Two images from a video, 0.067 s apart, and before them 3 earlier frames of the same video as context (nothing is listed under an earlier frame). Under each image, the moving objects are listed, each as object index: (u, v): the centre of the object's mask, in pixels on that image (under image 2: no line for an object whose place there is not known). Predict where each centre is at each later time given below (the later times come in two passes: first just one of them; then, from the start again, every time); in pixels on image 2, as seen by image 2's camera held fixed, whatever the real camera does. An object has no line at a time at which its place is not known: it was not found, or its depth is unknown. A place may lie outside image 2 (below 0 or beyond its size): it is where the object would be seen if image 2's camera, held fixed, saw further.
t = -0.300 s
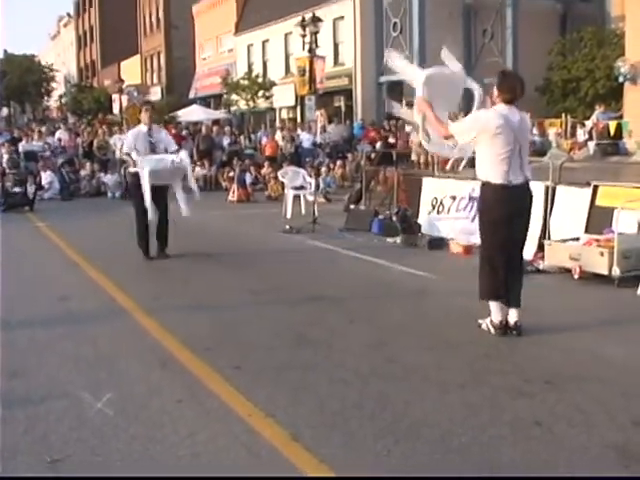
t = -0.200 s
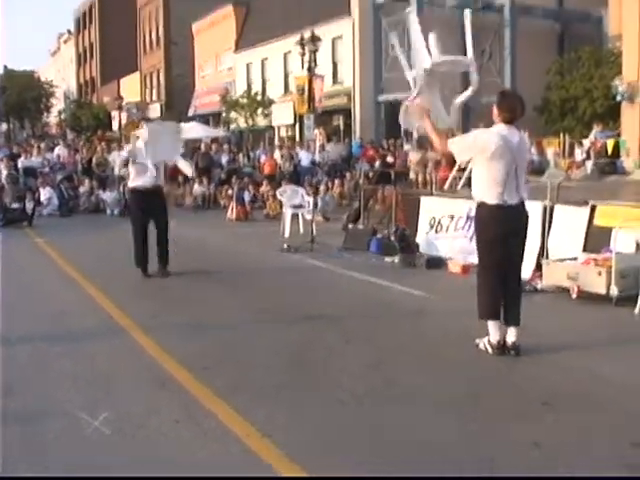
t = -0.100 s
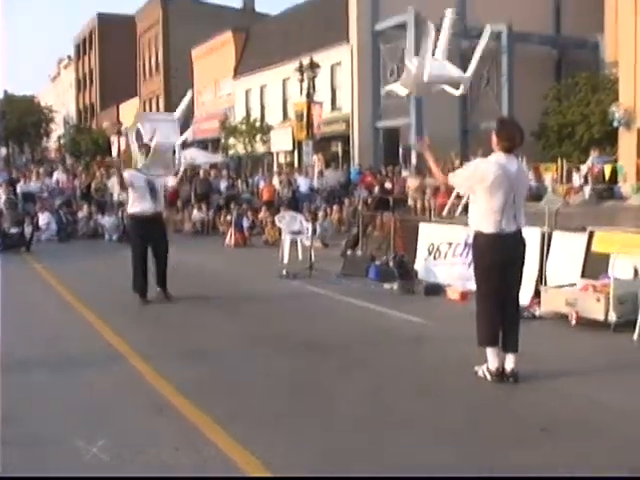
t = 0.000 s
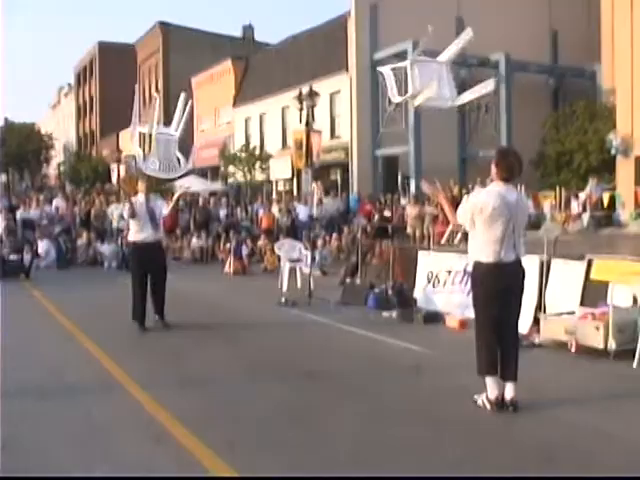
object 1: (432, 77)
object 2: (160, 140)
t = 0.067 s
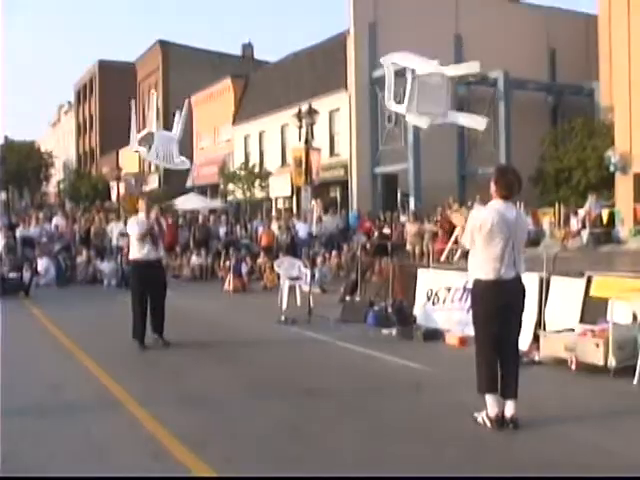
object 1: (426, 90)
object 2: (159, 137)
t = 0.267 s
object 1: (426, 107)
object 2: (162, 119)
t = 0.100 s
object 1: (425, 88)
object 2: (159, 128)
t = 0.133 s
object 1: (425, 86)
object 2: (159, 126)
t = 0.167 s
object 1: (425, 87)
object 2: (158, 125)
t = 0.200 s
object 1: (425, 90)
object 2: (159, 125)
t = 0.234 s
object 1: (426, 98)
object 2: (161, 123)
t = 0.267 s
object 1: (426, 107)
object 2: (162, 119)
